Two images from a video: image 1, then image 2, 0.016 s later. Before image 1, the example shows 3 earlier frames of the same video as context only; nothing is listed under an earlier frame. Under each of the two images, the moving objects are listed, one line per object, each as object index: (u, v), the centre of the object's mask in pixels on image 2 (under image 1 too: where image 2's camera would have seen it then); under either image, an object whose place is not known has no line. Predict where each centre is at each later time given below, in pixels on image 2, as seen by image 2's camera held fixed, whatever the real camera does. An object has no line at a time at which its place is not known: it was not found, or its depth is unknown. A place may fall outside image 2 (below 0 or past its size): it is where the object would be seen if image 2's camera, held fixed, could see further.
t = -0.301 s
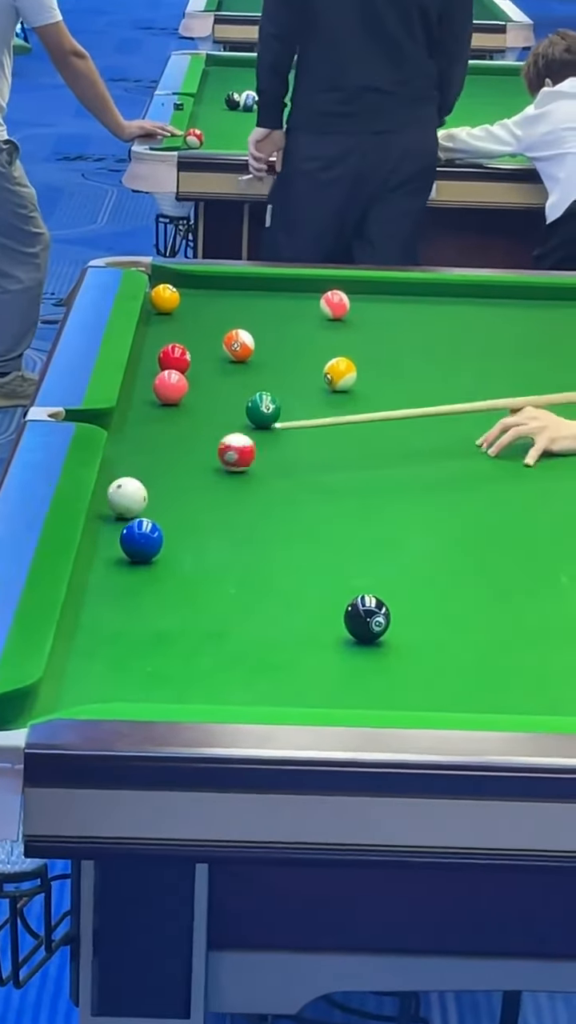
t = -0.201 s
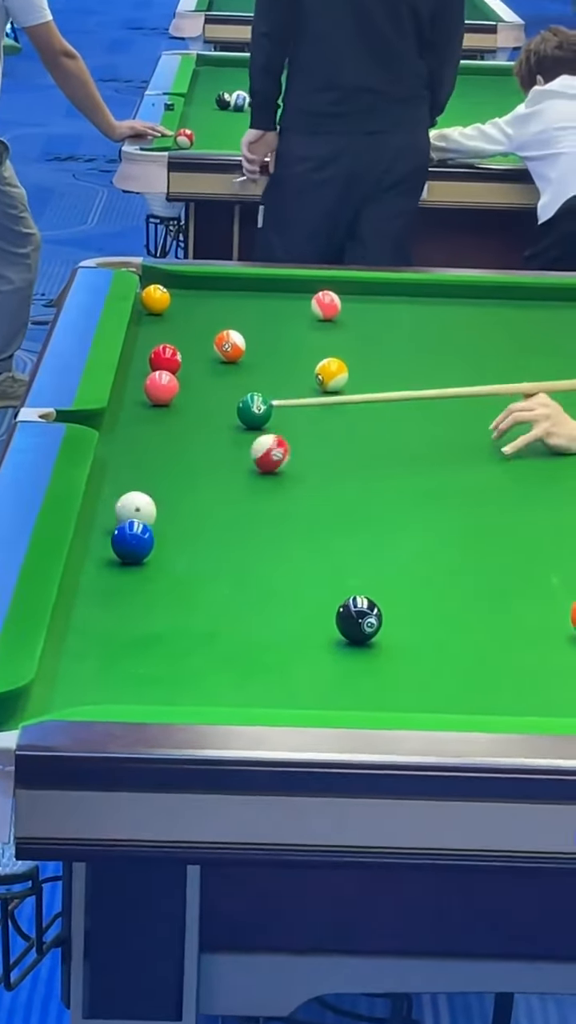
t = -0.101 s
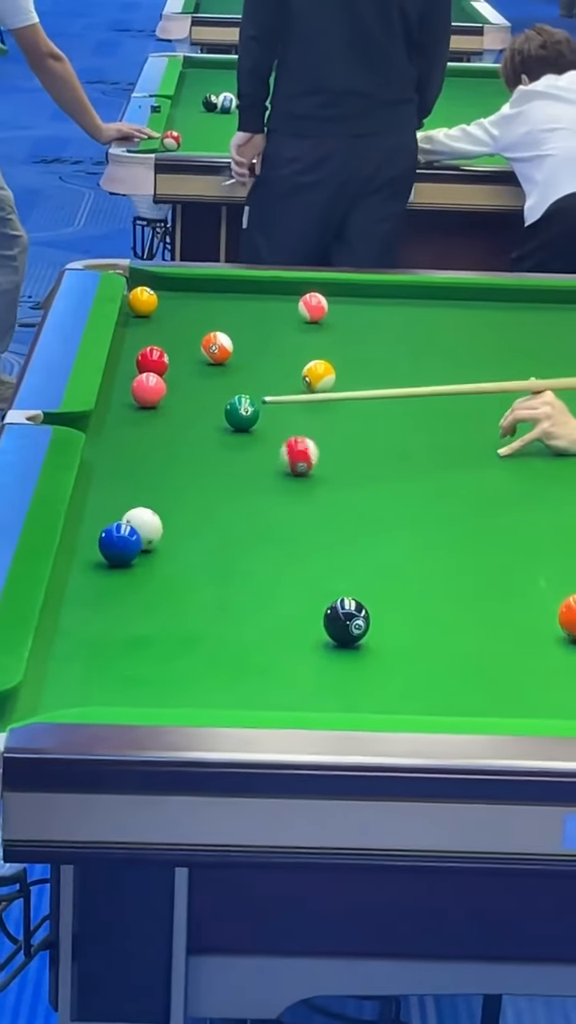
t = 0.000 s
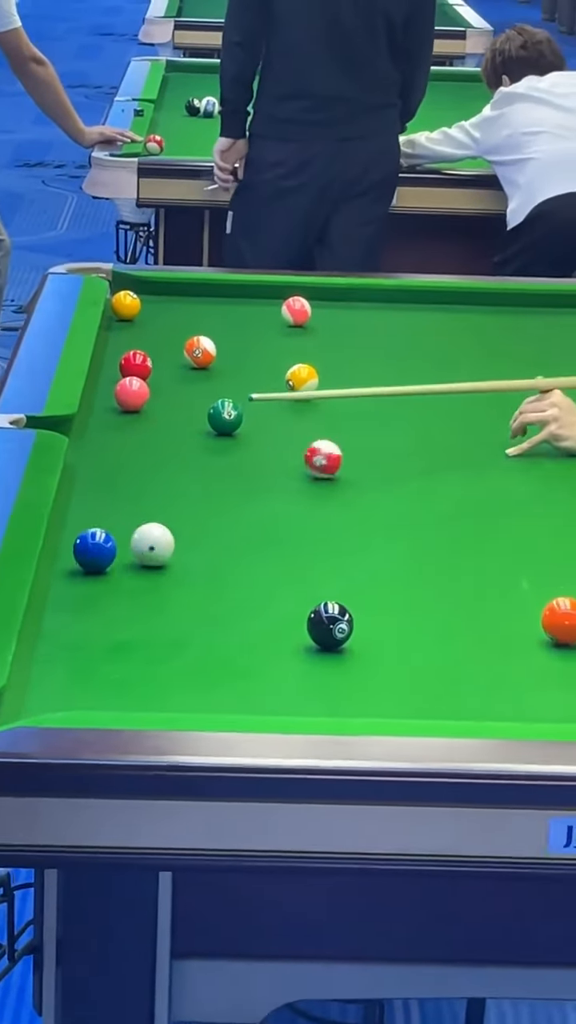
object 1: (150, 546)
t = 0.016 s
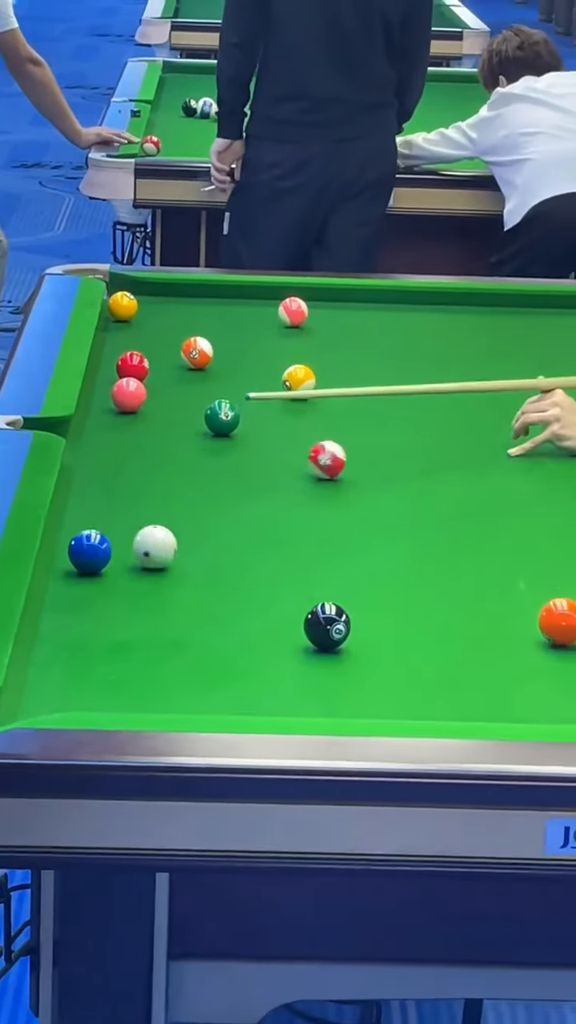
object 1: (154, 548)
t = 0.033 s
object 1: (160, 549)
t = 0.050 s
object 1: (165, 551)
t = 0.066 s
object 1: (170, 552)
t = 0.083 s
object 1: (175, 554)
